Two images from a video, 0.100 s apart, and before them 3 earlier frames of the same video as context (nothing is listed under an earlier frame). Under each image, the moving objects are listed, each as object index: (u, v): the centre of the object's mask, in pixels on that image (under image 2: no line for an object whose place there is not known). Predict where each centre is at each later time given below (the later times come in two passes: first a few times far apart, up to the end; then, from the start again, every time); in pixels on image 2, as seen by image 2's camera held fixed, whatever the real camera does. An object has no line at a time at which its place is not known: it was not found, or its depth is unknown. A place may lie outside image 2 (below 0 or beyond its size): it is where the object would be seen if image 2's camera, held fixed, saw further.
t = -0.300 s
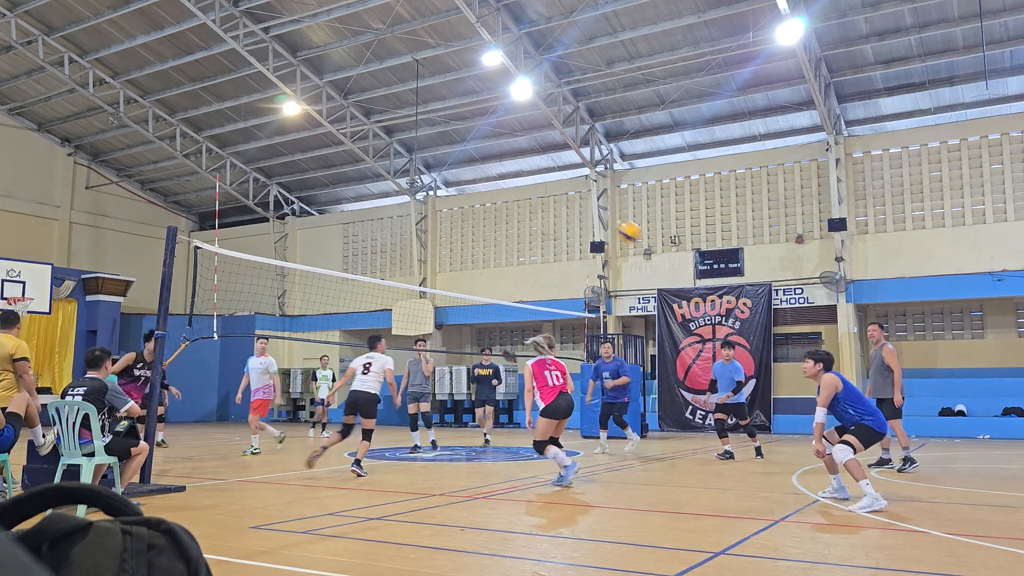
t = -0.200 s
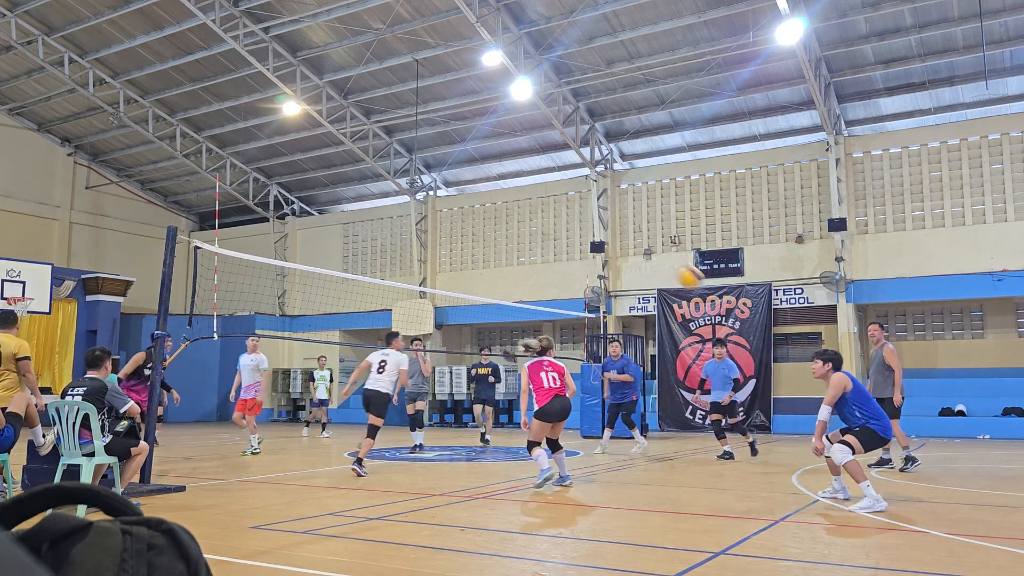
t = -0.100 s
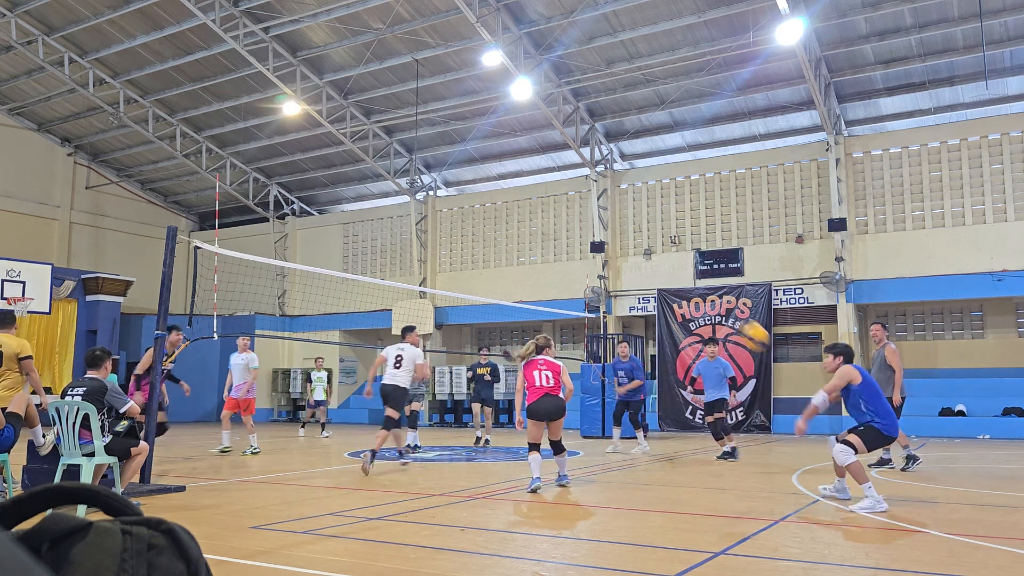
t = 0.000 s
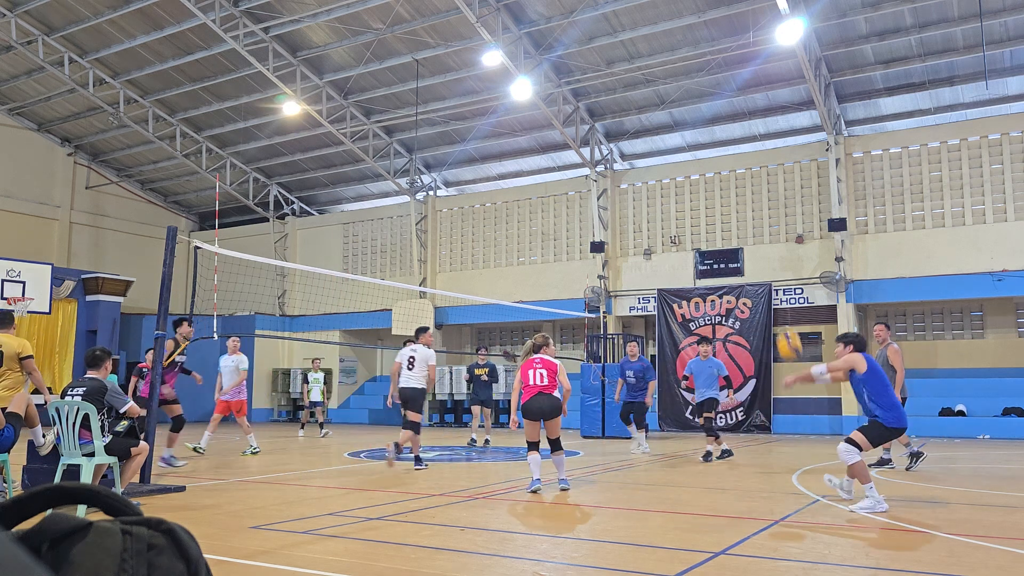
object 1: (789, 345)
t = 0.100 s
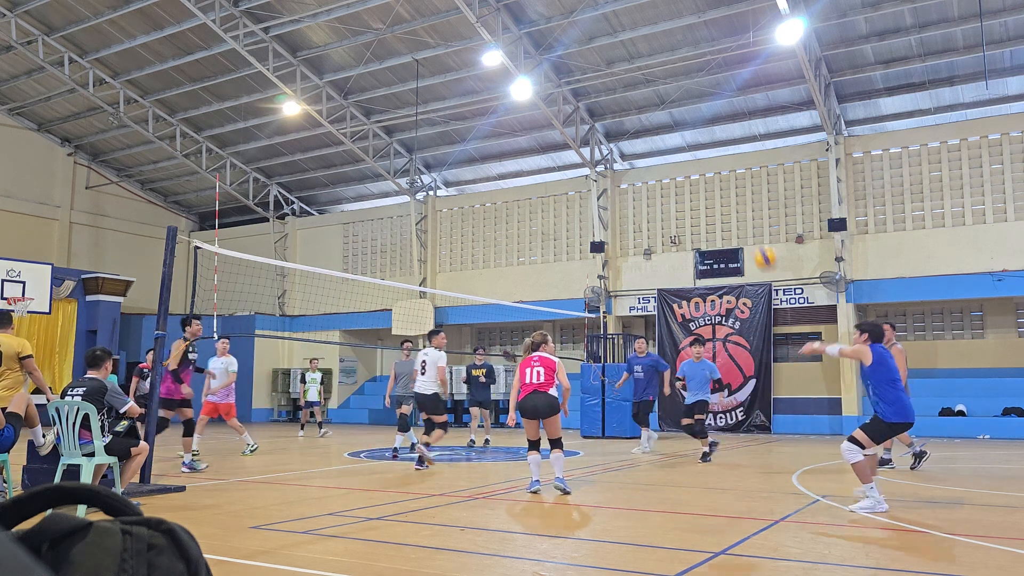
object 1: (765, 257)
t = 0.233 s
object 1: (740, 174)
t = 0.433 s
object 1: (710, 101)
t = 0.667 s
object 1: (685, 72)
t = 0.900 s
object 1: (666, 86)
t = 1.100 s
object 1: (652, 127)
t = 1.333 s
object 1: (638, 201)
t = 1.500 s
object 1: (629, 270)
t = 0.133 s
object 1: (759, 233)
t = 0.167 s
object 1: (752, 211)
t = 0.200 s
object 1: (746, 192)
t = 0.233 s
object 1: (740, 174)
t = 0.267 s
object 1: (735, 160)
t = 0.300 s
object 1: (729, 144)
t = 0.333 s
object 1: (724, 132)
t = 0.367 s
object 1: (719, 120)
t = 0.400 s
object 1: (715, 111)
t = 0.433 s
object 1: (710, 101)
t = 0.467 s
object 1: (707, 94)
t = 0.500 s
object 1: (702, 87)
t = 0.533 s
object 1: (699, 82)
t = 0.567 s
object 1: (695, 78)
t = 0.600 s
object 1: (692, 75)
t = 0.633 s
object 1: (688, 73)
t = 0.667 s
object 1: (685, 72)
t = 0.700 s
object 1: (682, 71)
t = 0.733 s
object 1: (679, 72)
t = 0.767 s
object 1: (676, 73)
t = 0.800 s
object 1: (674, 75)
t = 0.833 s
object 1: (671, 77)
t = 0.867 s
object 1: (668, 81)
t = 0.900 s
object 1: (666, 86)
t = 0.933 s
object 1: (663, 92)
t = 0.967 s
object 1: (661, 97)
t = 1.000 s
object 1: (659, 103)
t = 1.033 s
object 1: (657, 110)
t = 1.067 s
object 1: (654, 118)
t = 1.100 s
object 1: (652, 127)
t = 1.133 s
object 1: (650, 135)
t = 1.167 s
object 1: (648, 145)
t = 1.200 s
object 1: (646, 155)
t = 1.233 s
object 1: (643, 166)
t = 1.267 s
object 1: (642, 177)
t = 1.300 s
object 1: (640, 188)
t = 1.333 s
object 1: (638, 201)
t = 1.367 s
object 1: (636, 214)
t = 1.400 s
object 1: (634, 226)
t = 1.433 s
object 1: (632, 241)
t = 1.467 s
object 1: (630, 255)
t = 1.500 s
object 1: (629, 270)
